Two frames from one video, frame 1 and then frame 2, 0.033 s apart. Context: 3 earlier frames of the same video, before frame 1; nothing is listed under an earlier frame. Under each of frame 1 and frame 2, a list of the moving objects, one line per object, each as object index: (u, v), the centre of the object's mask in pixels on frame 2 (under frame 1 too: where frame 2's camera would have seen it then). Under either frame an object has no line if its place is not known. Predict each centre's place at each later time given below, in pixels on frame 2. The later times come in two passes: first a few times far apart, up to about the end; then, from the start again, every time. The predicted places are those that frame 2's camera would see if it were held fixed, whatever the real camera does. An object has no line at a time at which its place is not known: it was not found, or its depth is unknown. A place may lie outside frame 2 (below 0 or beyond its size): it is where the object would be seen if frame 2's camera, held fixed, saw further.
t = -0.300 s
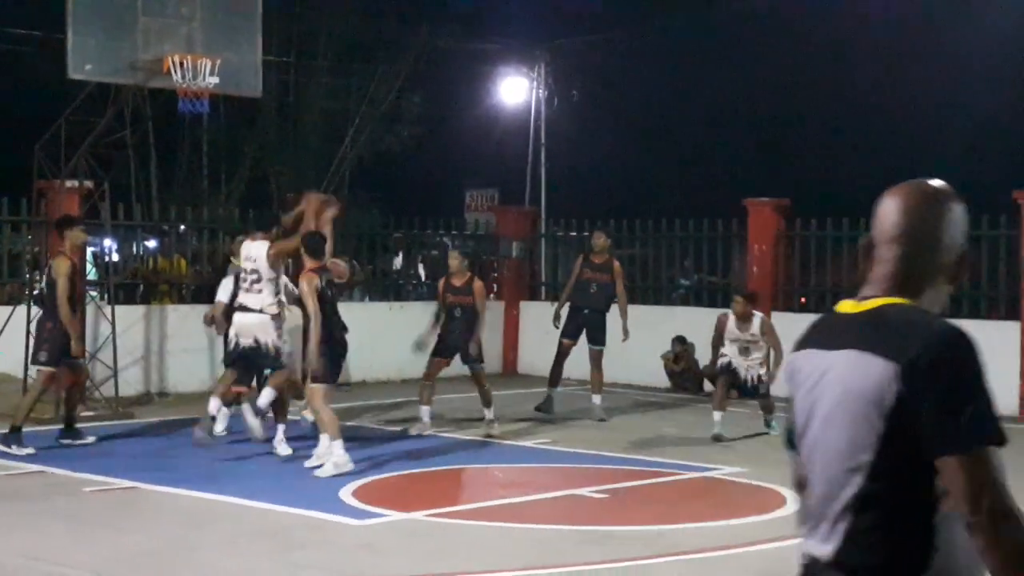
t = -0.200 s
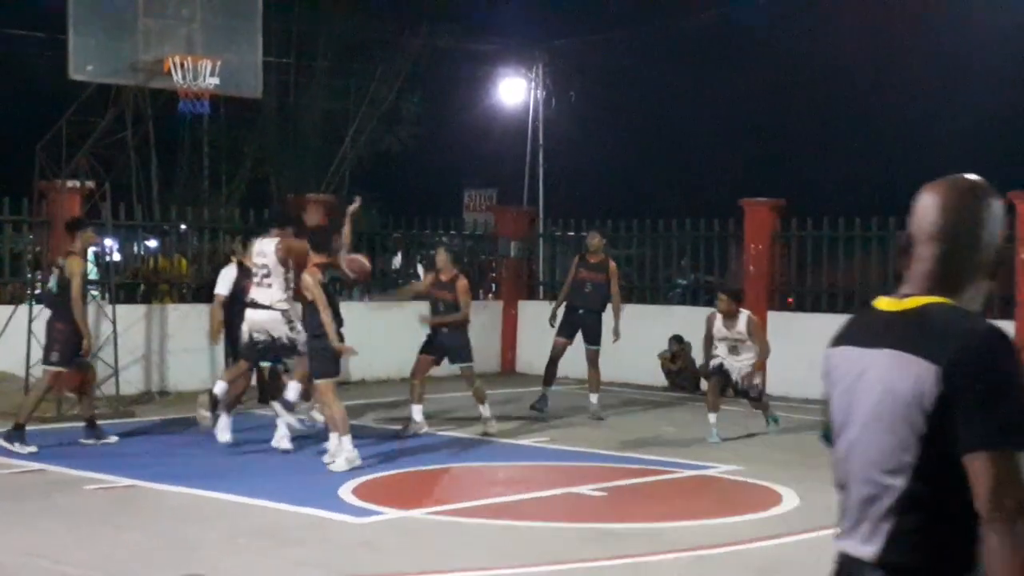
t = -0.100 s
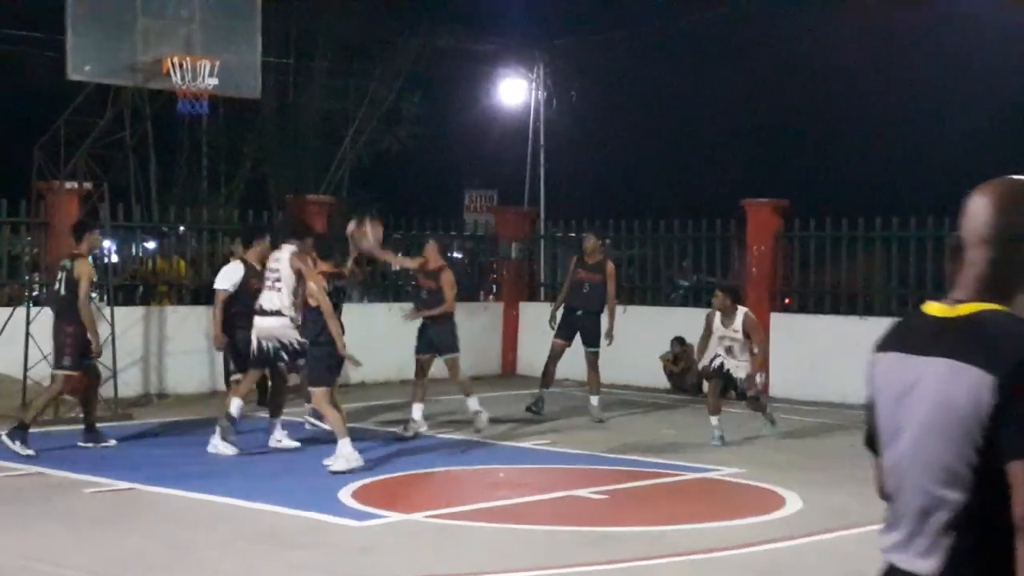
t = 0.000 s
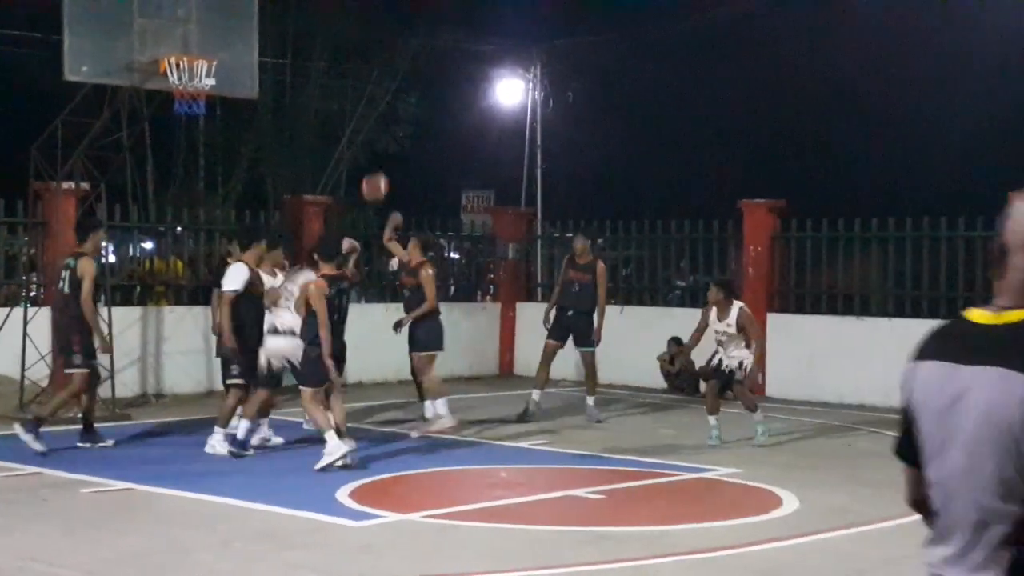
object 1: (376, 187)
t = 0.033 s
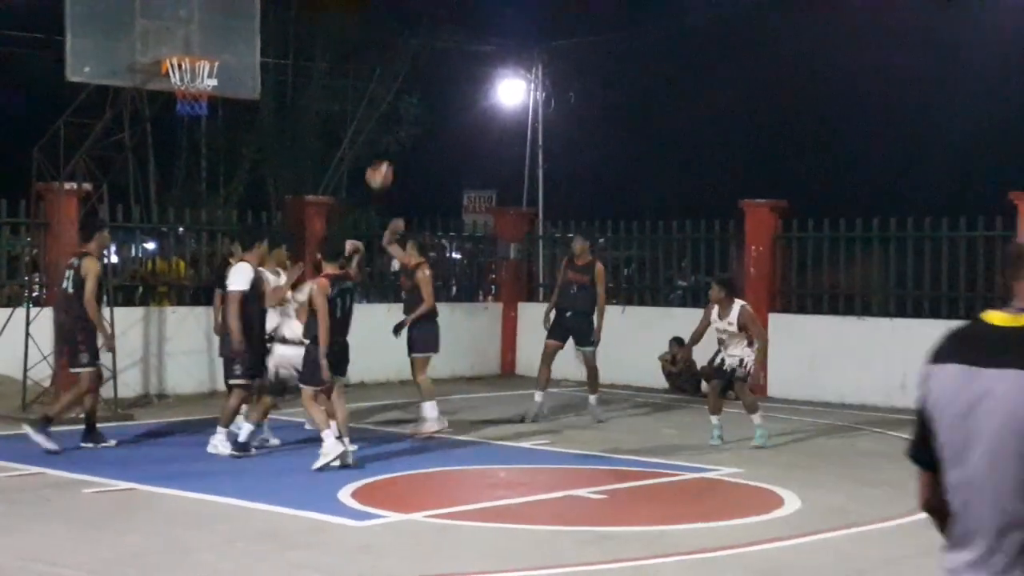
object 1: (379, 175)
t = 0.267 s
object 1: (399, 125)
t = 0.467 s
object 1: (413, 129)
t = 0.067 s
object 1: (382, 163)
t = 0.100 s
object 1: (385, 154)
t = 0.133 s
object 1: (388, 146)
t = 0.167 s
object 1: (391, 139)
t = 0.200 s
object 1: (394, 132)
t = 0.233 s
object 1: (396, 128)
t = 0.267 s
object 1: (399, 125)
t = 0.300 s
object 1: (401, 122)
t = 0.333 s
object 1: (403, 122)
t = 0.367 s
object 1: (406, 122)
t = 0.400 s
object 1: (408, 123)
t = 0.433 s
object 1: (410, 126)
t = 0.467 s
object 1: (413, 129)
